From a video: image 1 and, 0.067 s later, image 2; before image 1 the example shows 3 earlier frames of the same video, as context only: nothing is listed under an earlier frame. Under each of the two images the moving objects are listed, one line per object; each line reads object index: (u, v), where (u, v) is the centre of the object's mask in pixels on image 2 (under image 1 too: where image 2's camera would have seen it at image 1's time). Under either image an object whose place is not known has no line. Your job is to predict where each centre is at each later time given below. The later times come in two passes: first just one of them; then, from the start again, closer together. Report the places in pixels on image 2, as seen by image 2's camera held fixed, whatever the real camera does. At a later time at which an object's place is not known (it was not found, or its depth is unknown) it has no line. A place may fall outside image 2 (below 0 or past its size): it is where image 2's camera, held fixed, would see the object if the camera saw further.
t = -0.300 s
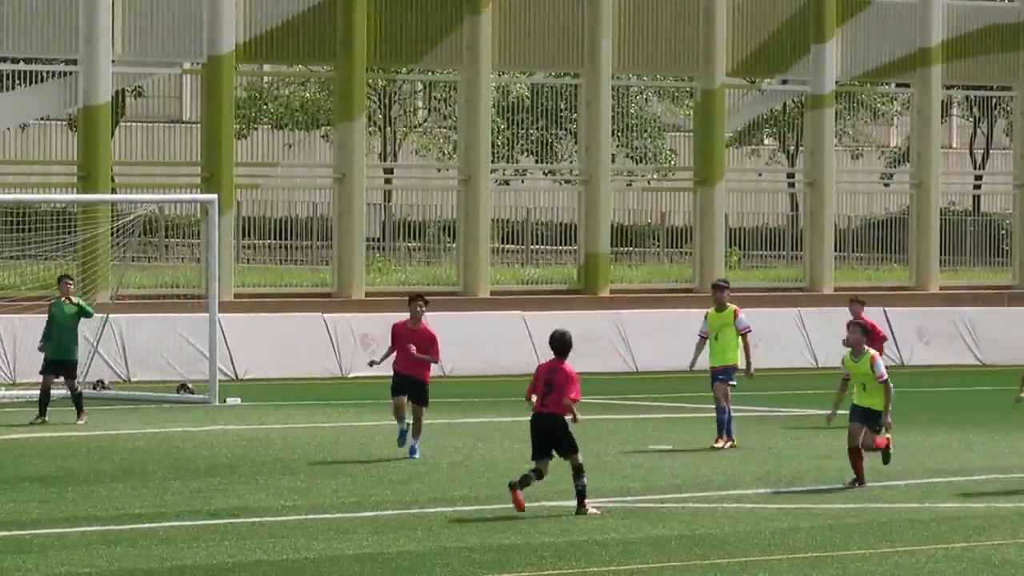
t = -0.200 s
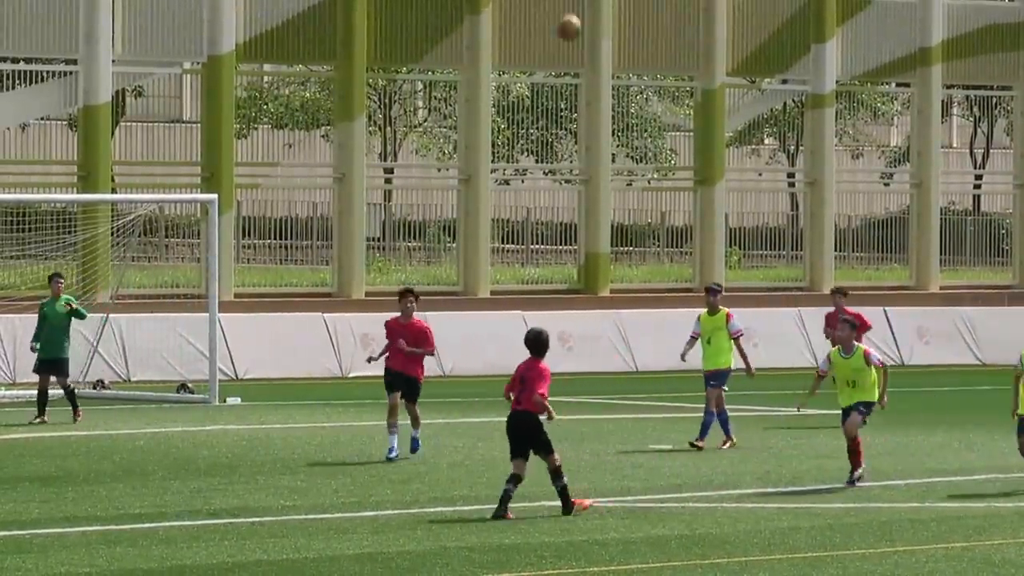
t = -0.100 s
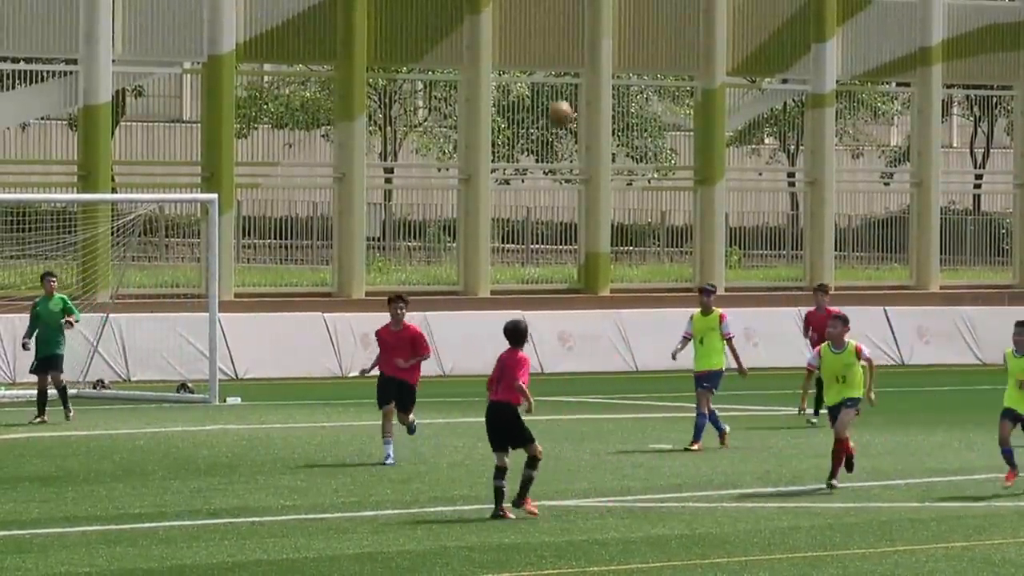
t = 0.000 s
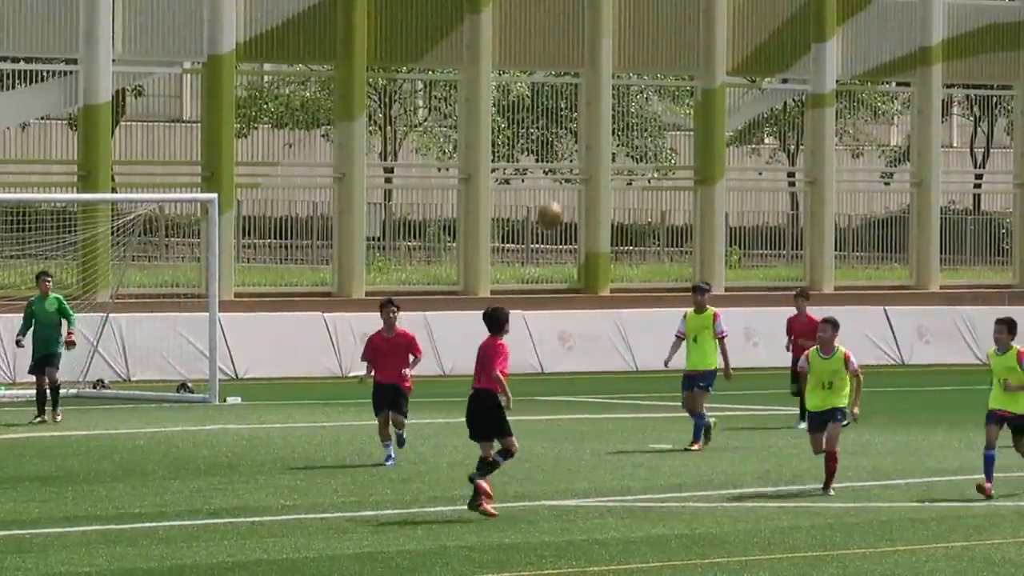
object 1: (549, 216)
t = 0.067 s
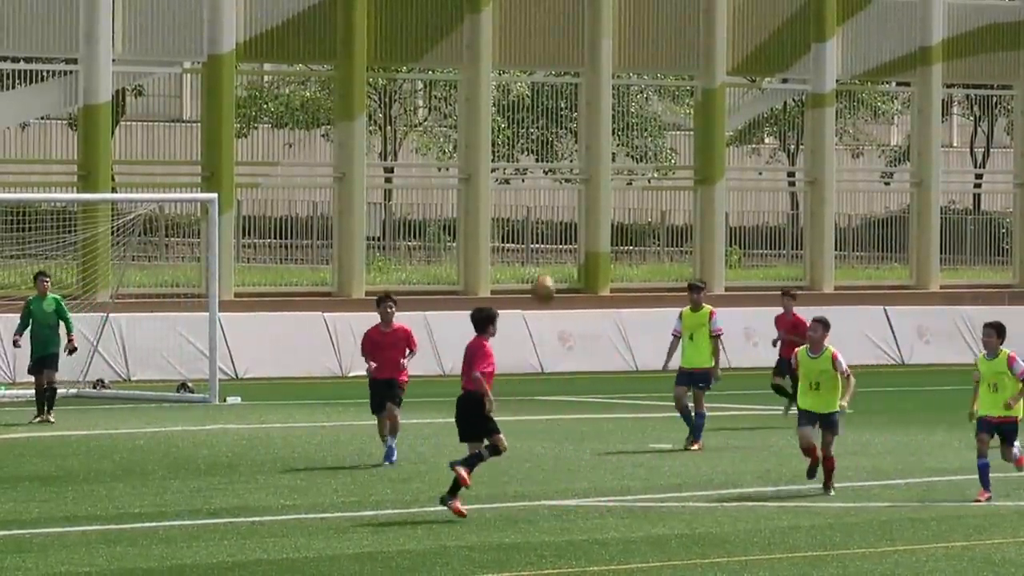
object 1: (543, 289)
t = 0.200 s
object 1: (528, 459)
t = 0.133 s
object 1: (536, 371)
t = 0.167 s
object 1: (532, 413)
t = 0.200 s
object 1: (528, 459)
